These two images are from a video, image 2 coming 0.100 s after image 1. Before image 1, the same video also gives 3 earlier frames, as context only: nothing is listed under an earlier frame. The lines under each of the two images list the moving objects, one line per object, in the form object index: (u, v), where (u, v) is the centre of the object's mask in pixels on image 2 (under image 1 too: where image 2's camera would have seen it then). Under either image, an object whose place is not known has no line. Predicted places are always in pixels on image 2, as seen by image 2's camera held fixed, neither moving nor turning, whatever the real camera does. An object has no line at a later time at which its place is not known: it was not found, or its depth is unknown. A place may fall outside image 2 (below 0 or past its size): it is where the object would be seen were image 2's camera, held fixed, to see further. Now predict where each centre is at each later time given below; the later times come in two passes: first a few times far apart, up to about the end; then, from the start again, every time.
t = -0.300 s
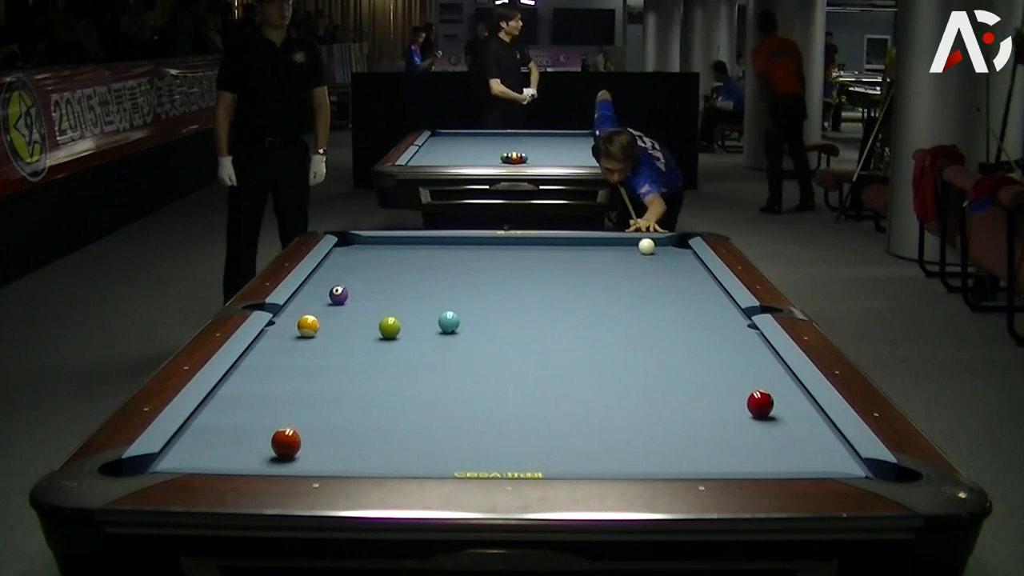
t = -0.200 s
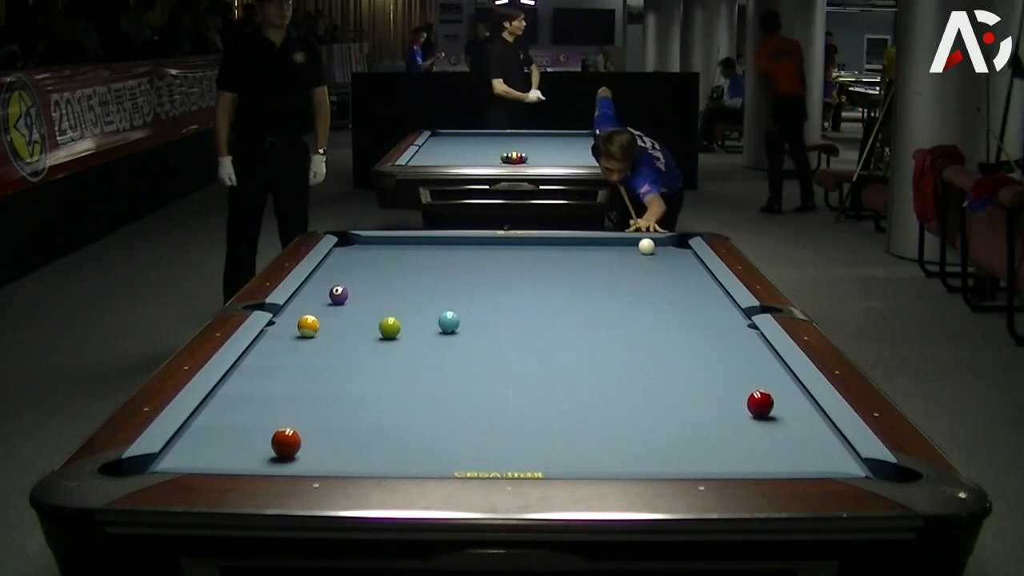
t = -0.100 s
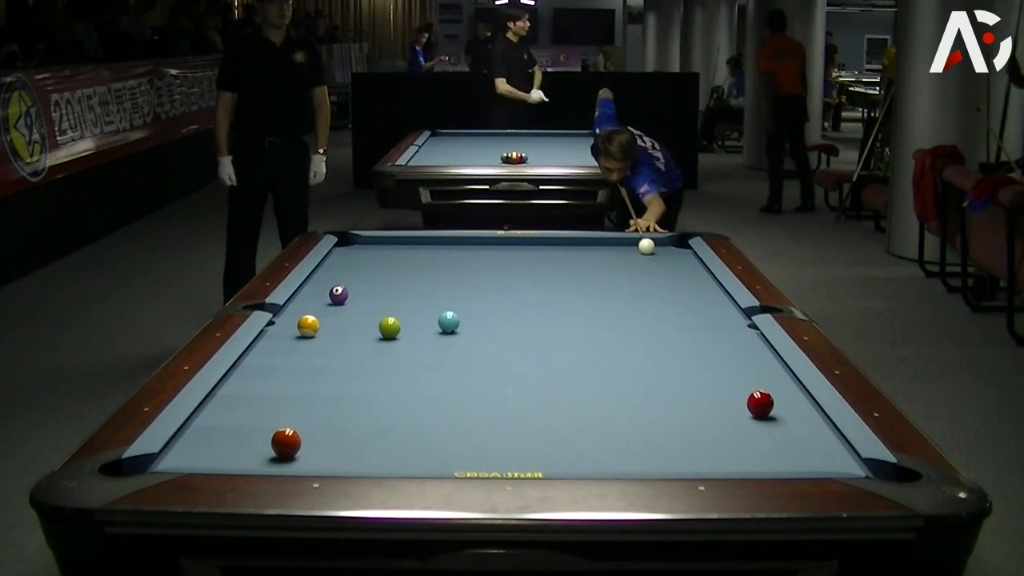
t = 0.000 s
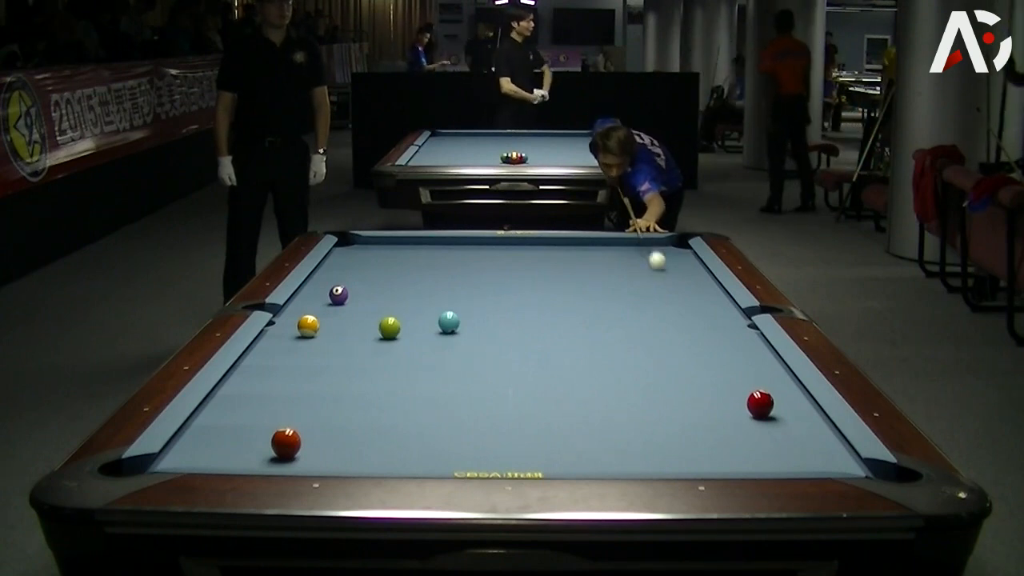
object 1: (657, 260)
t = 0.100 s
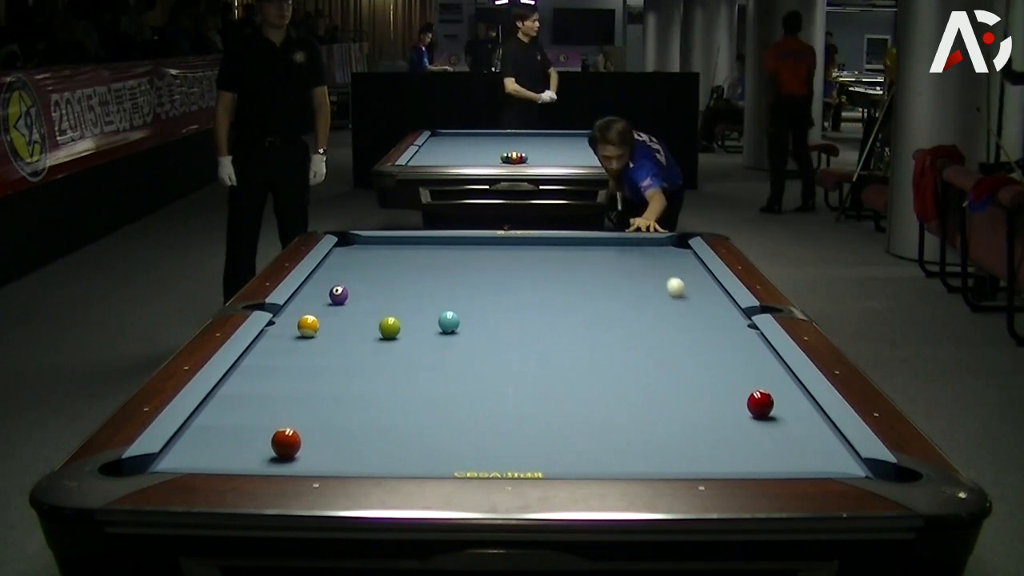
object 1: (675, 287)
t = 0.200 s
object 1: (697, 318)
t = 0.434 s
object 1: (735, 398)
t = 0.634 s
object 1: (680, 414)
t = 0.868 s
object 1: (627, 448)
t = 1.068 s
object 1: (571, 460)
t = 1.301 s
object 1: (494, 438)
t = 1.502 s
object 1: (437, 420)
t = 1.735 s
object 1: (378, 401)
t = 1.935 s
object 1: (332, 387)
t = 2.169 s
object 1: (285, 372)
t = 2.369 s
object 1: (249, 361)
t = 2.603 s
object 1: (286, 349)
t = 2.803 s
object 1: (314, 341)
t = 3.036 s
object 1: (345, 332)
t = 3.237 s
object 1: (369, 325)
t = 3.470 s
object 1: (397, 314)
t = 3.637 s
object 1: (413, 312)
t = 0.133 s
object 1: (682, 297)
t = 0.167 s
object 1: (689, 307)
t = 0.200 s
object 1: (697, 318)
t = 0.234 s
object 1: (705, 330)
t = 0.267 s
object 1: (714, 342)
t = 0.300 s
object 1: (723, 356)
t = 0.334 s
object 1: (732, 370)
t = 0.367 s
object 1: (742, 386)
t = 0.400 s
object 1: (744, 397)
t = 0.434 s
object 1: (735, 398)
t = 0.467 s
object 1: (725, 400)
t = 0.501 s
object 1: (716, 402)
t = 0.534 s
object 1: (706, 405)
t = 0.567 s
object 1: (698, 407)
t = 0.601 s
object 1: (689, 410)
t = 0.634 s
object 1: (680, 414)
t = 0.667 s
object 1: (672, 417)
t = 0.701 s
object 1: (665, 422)
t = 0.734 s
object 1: (657, 426)
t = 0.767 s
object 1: (649, 431)
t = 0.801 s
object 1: (642, 436)
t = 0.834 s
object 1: (635, 442)
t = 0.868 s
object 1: (627, 448)
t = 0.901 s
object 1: (620, 454)
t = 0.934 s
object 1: (612, 458)
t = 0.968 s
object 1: (604, 462)
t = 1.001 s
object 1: (595, 465)
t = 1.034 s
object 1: (582, 462)
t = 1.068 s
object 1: (571, 460)
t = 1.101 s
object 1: (559, 457)
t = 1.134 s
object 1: (547, 454)
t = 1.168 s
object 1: (536, 451)
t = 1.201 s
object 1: (526, 448)
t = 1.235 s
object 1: (515, 445)
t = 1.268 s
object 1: (505, 441)
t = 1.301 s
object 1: (494, 438)
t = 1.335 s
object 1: (485, 435)
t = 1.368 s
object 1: (475, 432)
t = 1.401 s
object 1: (465, 429)
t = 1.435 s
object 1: (456, 426)
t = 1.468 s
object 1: (446, 423)
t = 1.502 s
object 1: (437, 420)
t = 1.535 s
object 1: (428, 417)
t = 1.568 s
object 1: (420, 415)
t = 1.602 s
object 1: (411, 412)
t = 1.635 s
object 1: (403, 409)
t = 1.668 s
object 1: (394, 407)
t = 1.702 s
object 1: (386, 404)
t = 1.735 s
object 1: (378, 401)
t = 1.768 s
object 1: (370, 399)
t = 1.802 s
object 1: (362, 397)
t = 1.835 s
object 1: (354, 394)
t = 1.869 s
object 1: (347, 392)
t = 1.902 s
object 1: (340, 390)
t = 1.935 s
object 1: (332, 387)
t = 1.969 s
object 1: (325, 385)
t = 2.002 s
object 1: (318, 383)
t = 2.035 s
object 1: (311, 381)
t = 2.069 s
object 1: (305, 379)
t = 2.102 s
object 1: (298, 376)
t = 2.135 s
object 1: (292, 374)
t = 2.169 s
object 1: (285, 372)
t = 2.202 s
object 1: (279, 370)
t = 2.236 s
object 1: (272, 368)
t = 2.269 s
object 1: (266, 366)
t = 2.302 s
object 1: (260, 364)
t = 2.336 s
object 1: (254, 362)
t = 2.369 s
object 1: (249, 361)
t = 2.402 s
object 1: (255, 359)
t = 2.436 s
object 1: (260, 357)
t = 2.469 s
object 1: (266, 356)
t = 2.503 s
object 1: (271, 354)
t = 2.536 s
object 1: (276, 353)
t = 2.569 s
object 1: (281, 351)
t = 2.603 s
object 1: (286, 349)
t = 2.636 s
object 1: (291, 348)
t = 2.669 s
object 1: (296, 347)
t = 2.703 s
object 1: (301, 345)
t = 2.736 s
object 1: (305, 344)
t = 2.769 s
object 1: (310, 342)
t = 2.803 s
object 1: (314, 341)
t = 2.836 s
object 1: (319, 340)
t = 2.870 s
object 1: (324, 339)
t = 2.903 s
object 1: (328, 337)
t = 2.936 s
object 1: (333, 336)
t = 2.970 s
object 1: (337, 335)
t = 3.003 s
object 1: (341, 333)
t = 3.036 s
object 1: (345, 332)
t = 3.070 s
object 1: (350, 331)
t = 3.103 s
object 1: (354, 329)
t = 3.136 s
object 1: (358, 328)
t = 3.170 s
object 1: (362, 327)
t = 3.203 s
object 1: (366, 326)
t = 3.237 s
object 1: (369, 325)
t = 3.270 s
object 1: (372, 323)
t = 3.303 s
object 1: (375, 321)
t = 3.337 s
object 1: (378, 319)
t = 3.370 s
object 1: (383, 317)
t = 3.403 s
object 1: (388, 314)
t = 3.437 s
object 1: (393, 313)
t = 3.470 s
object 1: (397, 314)
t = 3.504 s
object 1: (401, 315)
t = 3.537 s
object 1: (404, 315)
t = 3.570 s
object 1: (407, 314)
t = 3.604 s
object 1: (410, 313)
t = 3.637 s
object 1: (413, 312)
